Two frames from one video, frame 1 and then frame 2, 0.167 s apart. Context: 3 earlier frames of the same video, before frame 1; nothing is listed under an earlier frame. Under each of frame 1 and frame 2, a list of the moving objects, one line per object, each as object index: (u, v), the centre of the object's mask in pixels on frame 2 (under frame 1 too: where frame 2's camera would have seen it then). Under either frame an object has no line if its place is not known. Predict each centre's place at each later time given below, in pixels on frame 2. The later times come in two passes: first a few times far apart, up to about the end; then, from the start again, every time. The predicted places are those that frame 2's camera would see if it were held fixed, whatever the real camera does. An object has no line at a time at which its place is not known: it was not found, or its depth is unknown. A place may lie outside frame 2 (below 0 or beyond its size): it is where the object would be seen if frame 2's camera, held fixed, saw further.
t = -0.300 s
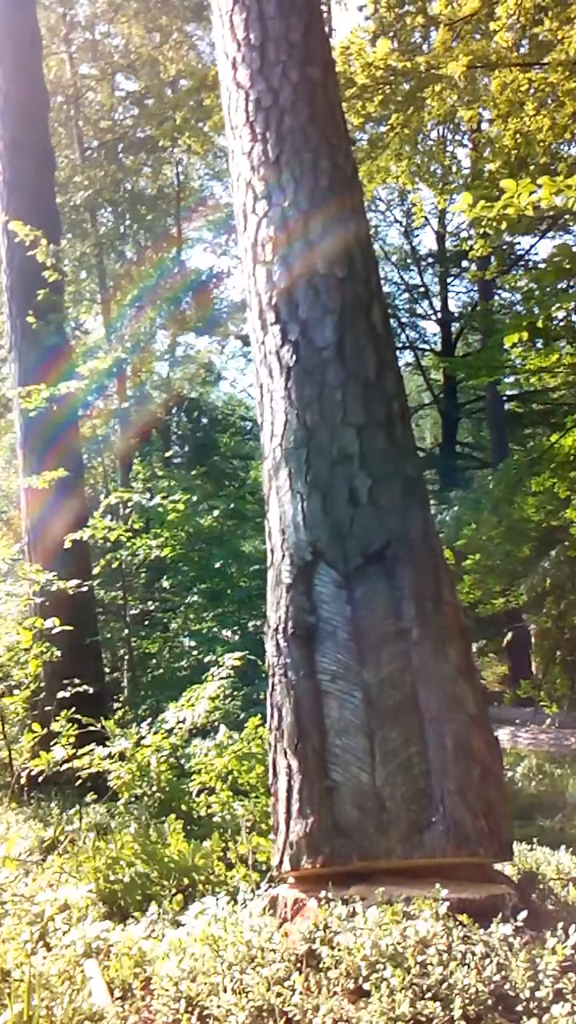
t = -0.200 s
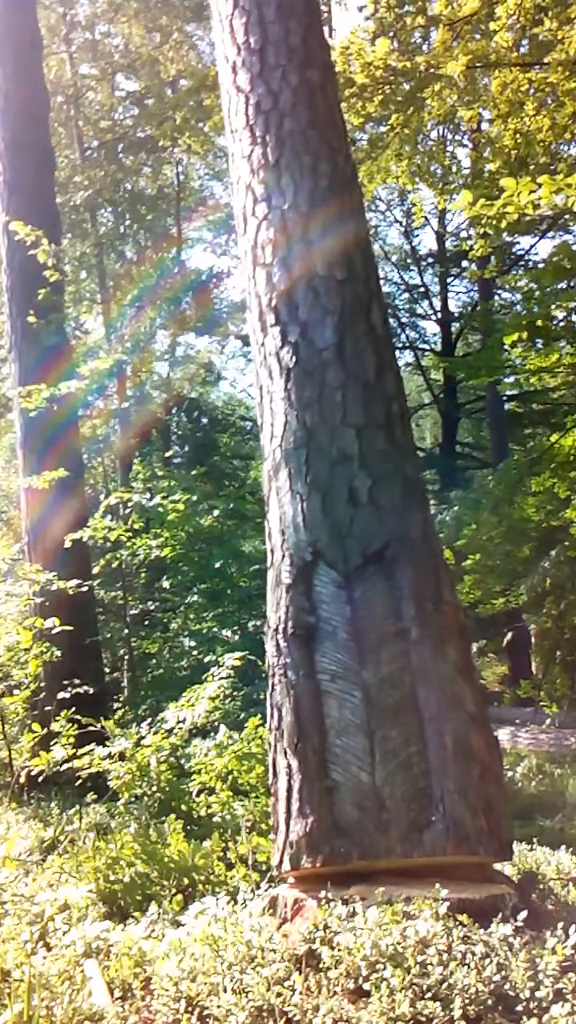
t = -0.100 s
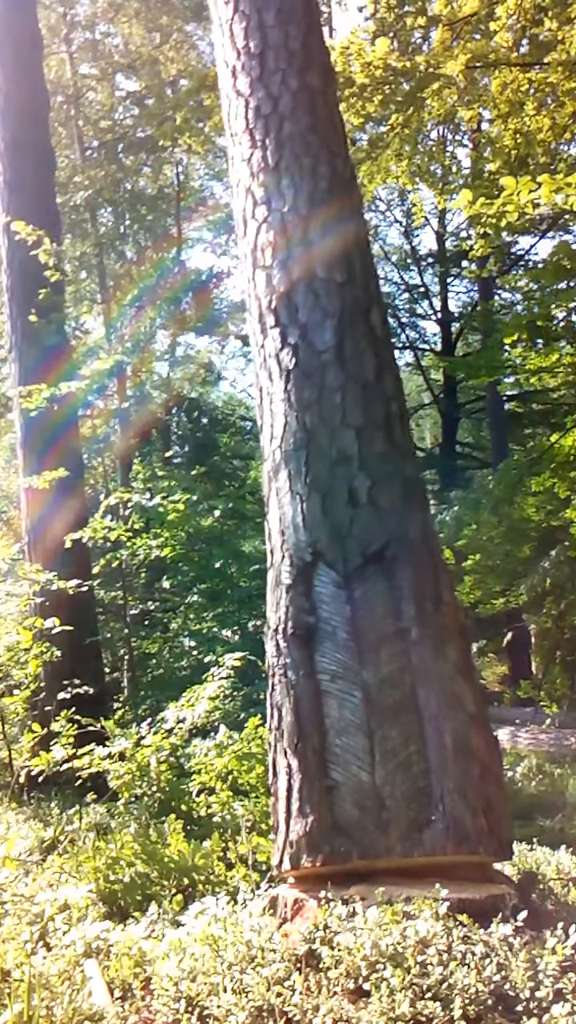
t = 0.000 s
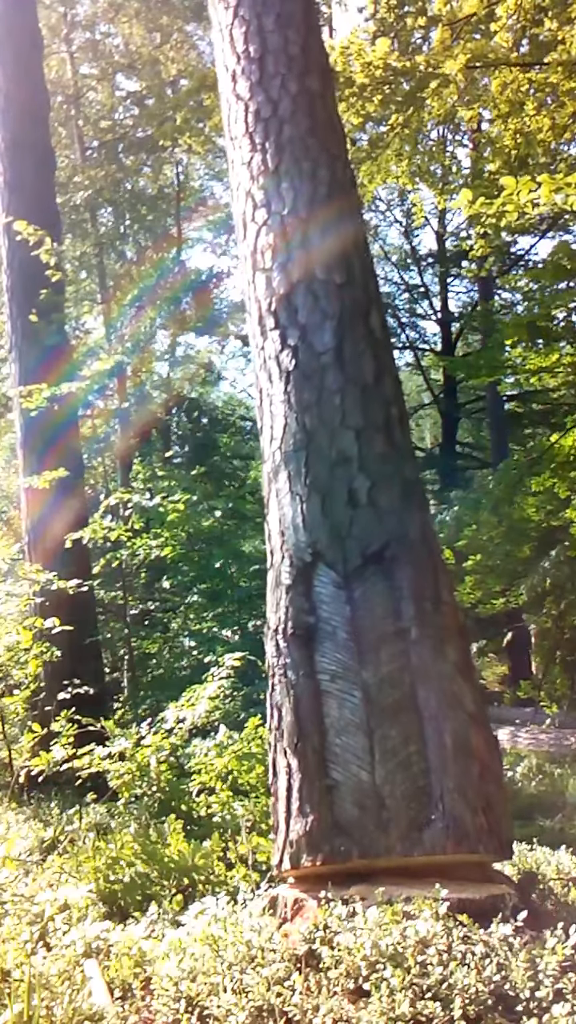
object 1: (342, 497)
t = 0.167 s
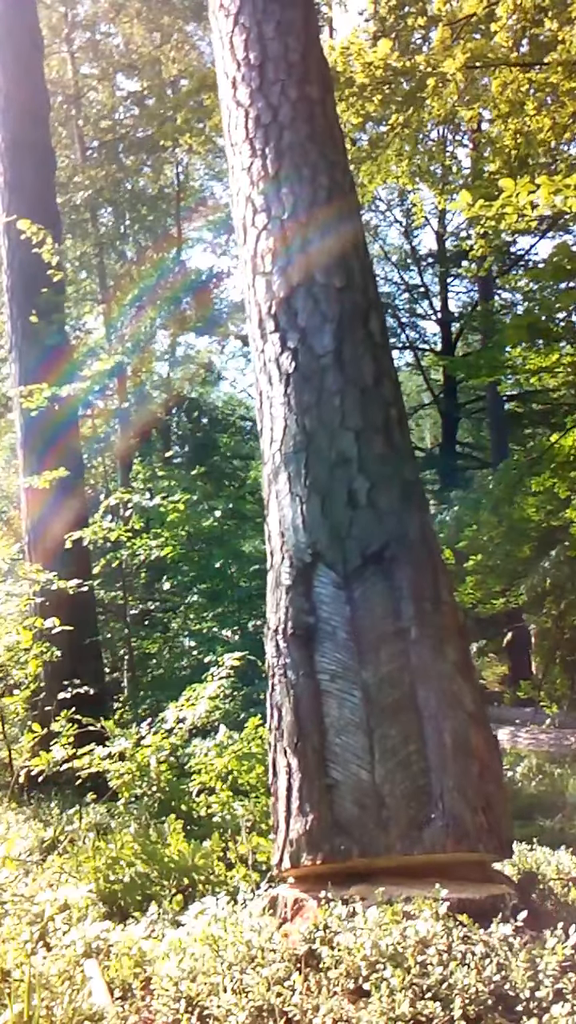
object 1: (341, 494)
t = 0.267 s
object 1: (342, 498)
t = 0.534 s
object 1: (341, 495)
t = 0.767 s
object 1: (341, 496)
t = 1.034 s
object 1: (340, 497)
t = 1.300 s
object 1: (340, 512)
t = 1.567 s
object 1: (339, 514)
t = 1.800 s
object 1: (338, 517)
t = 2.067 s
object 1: (338, 522)
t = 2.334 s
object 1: (338, 526)
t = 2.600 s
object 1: (337, 534)
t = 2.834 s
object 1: (335, 546)
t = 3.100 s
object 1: (332, 568)
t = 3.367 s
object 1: (330, 606)
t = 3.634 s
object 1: (332, 658)
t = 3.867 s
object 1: (344, 685)
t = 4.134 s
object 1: (362, 725)
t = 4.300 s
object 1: (374, 765)
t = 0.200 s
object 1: (341, 494)
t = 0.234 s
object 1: (341, 494)
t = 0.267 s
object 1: (342, 498)
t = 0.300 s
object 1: (341, 494)
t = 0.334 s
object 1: (341, 496)
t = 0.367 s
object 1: (341, 494)
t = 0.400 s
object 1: (341, 495)
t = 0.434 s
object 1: (341, 495)
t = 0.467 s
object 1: (341, 495)
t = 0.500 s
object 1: (341, 495)
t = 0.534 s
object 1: (341, 495)
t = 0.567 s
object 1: (341, 495)
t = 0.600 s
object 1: (341, 495)
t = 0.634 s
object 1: (341, 495)
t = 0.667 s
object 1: (341, 495)
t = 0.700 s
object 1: (341, 495)
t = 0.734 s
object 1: (341, 495)
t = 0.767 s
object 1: (341, 496)
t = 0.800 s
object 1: (340, 496)
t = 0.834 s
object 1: (340, 496)
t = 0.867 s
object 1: (341, 496)
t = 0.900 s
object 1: (341, 496)
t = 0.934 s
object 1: (340, 497)
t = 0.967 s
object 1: (340, 497)
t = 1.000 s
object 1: (340, 497)
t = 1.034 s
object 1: (340, 497)
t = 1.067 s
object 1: (341, 504)
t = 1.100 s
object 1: (340, 498)
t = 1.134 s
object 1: (341, 505)
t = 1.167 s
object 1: (340, 505)
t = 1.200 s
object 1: (341, 511)
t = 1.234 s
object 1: (341, 511)
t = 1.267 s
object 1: (340, 512)
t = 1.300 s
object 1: (340, 512)
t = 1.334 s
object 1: (340, 513)
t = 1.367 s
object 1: (340, 513)
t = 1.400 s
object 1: (339, 513)
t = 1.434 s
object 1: (339, 513)
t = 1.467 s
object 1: (339, 514)
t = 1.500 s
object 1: (339, 514)
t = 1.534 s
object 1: (339, 514)
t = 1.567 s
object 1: (339, 514)
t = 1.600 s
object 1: (339, 515)
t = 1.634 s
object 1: (339, 515)
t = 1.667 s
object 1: (338, 516)
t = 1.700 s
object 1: (338, 516)
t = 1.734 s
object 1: (338, 516)
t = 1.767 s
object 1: (338, 517)
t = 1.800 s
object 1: (338, 517)
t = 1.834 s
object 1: (338, 518)
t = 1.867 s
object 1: (338, 518)
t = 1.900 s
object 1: (338, 519)
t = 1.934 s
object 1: (338, 519)
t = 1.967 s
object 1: (338, 520)
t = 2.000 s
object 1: (338, 520)
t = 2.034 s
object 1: (338, 521)
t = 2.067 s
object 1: (338, 522)
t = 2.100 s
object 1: (338, 522)
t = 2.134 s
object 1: (338, 522)
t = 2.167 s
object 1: (338, 523)
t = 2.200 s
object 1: (338, 524)
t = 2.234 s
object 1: (338, 524)
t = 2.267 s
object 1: (338, 524)
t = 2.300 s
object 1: (338, 525)
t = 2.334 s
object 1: (338, 526)
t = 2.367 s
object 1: (338, 527)
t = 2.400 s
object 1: (337, 527)
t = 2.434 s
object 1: (337, 529)
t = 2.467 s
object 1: (337, 530)
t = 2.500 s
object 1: (337, 531)
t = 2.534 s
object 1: (337, 532)
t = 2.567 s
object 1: (337, 533)
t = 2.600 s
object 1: (337, 534)
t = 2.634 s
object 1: (337, 536)
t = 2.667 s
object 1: (336, 537)
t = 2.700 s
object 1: (336, 538)
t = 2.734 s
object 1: (336, 540)
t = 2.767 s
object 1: (335, 542)
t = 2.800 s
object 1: (335, 544)
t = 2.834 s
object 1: (335, 546)
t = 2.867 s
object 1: (335, 548)
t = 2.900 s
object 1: (334, 549)
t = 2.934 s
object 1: (334, 551)
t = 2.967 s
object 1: (333, 554)
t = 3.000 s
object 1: (333, 558)
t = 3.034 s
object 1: (333, 562)
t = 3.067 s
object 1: (333, 566)
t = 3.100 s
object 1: (332, 568)
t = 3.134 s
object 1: (331, 571)
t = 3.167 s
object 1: (331, 574)
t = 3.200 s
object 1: (330, 577)
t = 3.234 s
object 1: (330, 583)
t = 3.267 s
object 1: (330, 588)
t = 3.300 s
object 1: (329, 592)
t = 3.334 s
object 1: (328, 594)
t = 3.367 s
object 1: (330, 606)
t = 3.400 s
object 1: (330, 610)
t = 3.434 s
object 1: (329, 615)
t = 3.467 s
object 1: (329, 622)
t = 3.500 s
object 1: (329, 633)
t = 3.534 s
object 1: (330, 639)
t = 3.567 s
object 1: (331, 649)
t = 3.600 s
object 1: (331, 652)
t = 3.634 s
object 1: (332, 658)
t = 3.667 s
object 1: (333, 661)
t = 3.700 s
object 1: (334, 663)
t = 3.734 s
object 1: (335, 669)
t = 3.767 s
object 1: (335, 669)
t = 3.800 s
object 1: (338, 675)
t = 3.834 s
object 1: (341, 684)
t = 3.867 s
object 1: (344, 685)
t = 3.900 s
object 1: (346, 688)
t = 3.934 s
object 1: (349, 694)
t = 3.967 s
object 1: (351, 697)
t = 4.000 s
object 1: (353, 702)
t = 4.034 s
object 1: (355, 706)
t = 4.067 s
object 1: (358, 714)
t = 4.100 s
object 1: (360, 719)
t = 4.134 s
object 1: (362, 725)
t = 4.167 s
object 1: (367, 734)
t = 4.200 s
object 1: (370, 741)
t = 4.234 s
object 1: (372, 748)
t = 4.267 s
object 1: (375, 757)
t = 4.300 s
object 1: (374, 765)
